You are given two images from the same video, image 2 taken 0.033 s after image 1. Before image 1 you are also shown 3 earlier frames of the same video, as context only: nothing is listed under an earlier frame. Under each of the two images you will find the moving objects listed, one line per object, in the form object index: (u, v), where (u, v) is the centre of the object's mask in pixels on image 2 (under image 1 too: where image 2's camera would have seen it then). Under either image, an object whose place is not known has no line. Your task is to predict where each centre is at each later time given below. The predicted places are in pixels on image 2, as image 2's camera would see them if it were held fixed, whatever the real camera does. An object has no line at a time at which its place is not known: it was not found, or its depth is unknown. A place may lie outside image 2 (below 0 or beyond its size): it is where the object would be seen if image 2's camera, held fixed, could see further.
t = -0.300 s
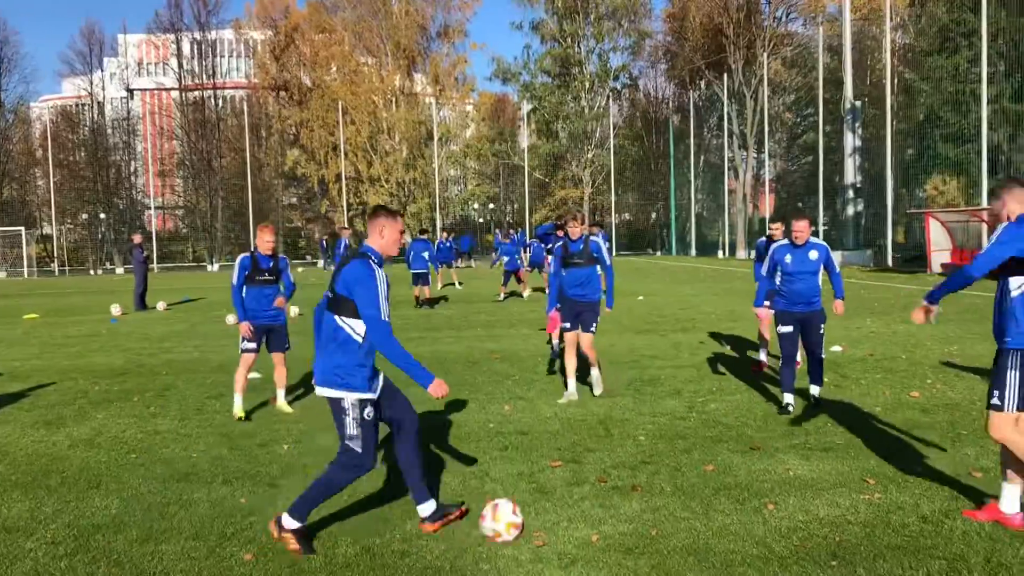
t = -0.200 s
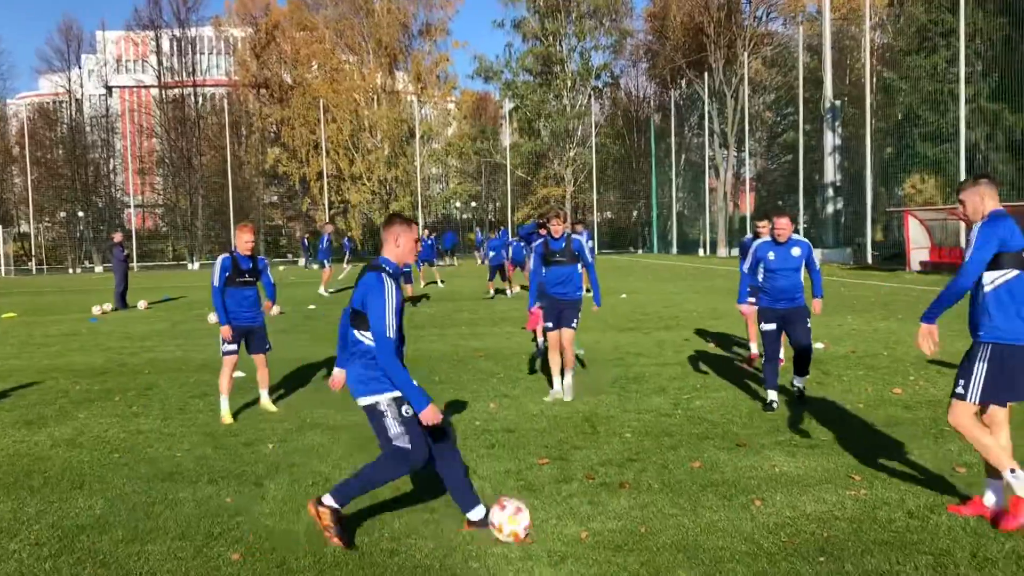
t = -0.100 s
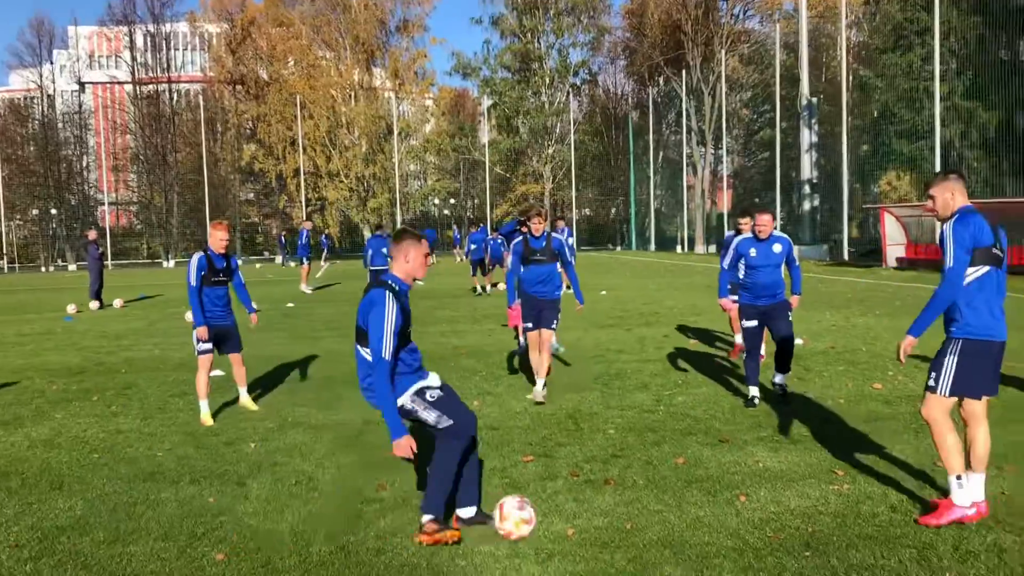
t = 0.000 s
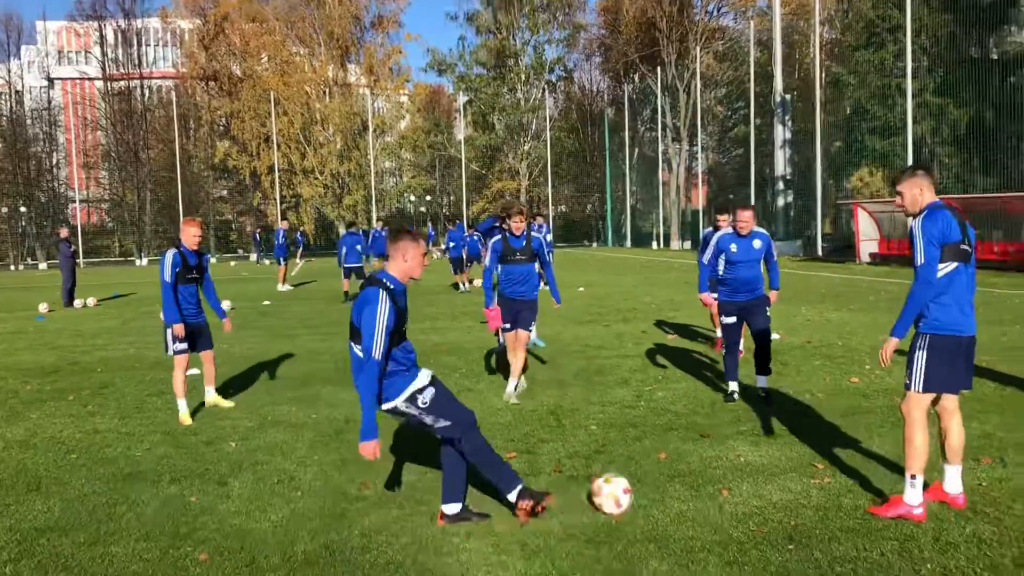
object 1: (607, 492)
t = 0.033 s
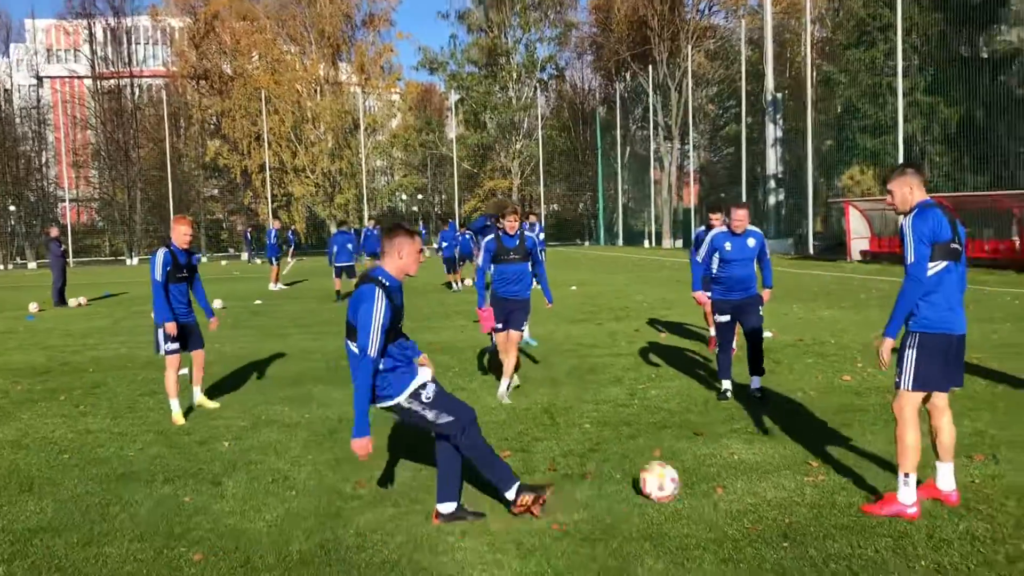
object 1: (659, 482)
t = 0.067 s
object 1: (706, 472)
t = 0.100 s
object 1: (750, 463)
